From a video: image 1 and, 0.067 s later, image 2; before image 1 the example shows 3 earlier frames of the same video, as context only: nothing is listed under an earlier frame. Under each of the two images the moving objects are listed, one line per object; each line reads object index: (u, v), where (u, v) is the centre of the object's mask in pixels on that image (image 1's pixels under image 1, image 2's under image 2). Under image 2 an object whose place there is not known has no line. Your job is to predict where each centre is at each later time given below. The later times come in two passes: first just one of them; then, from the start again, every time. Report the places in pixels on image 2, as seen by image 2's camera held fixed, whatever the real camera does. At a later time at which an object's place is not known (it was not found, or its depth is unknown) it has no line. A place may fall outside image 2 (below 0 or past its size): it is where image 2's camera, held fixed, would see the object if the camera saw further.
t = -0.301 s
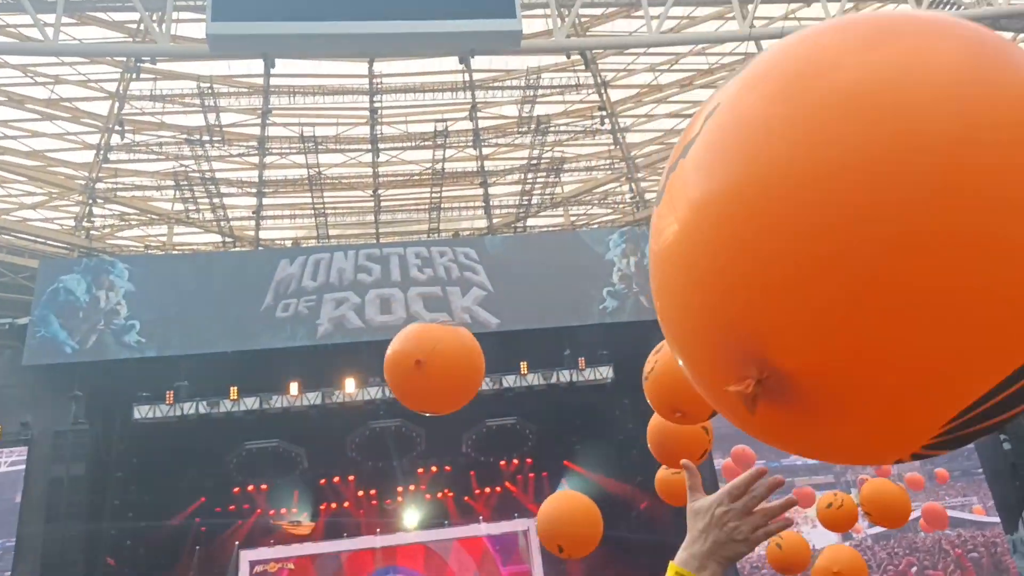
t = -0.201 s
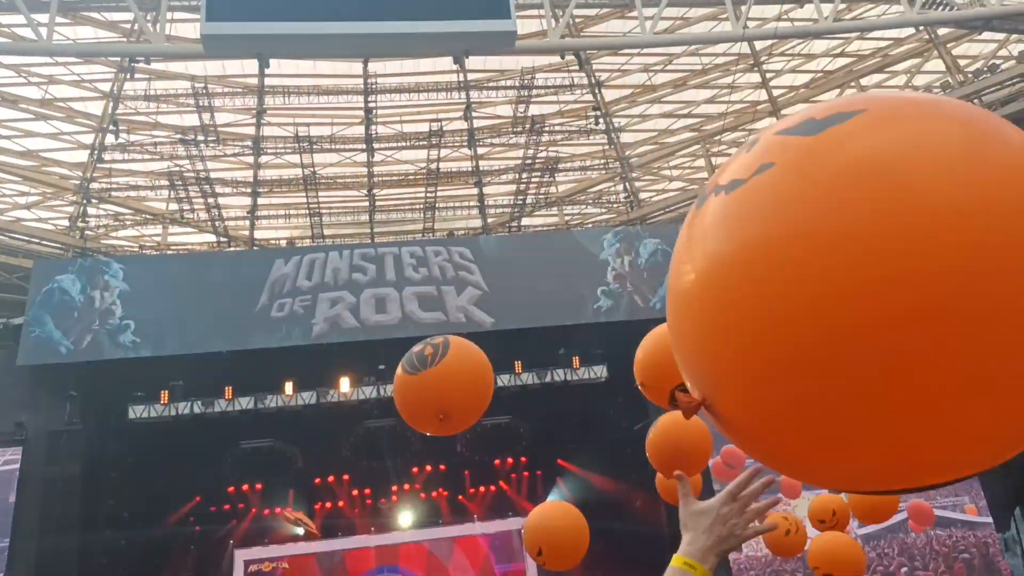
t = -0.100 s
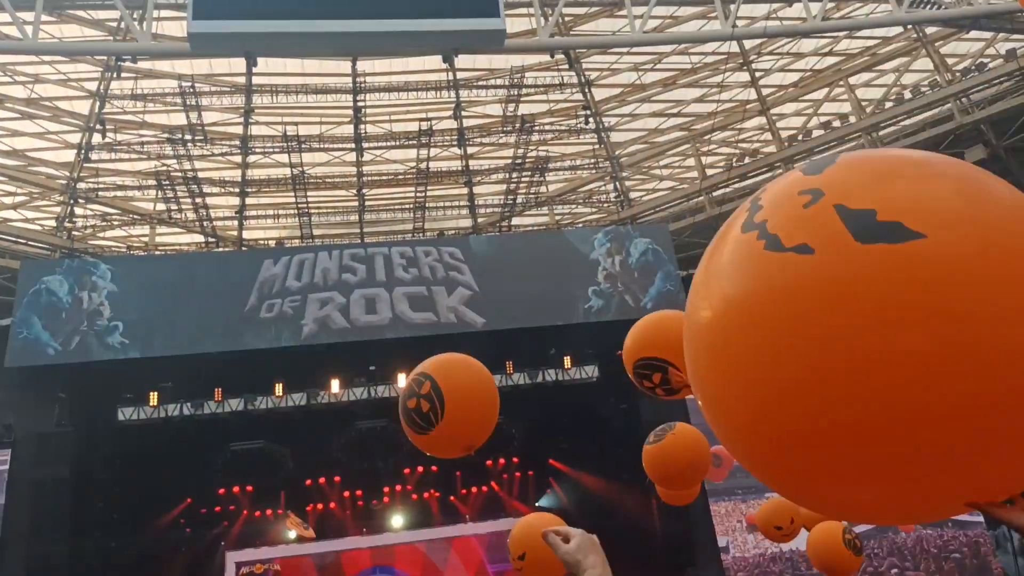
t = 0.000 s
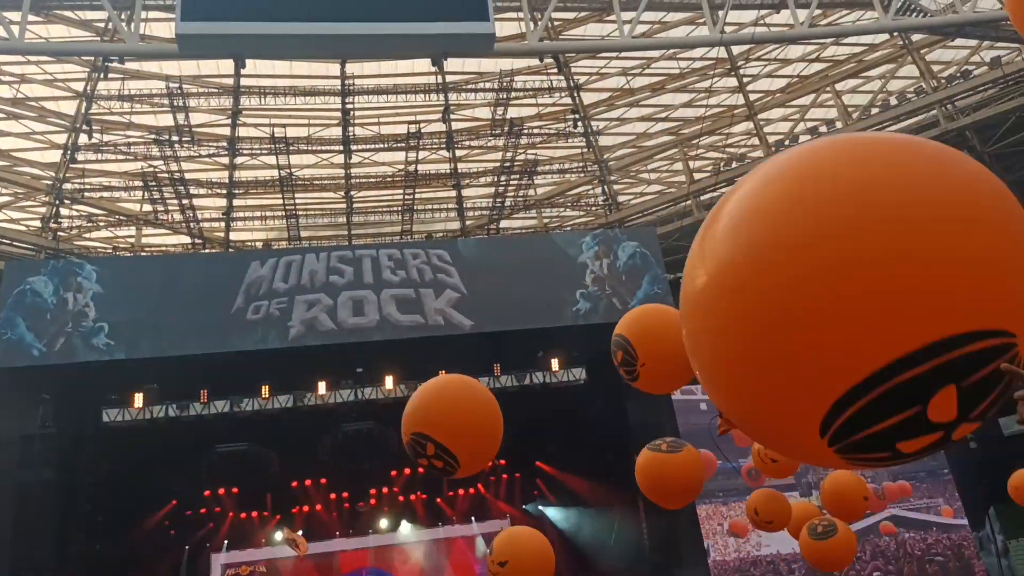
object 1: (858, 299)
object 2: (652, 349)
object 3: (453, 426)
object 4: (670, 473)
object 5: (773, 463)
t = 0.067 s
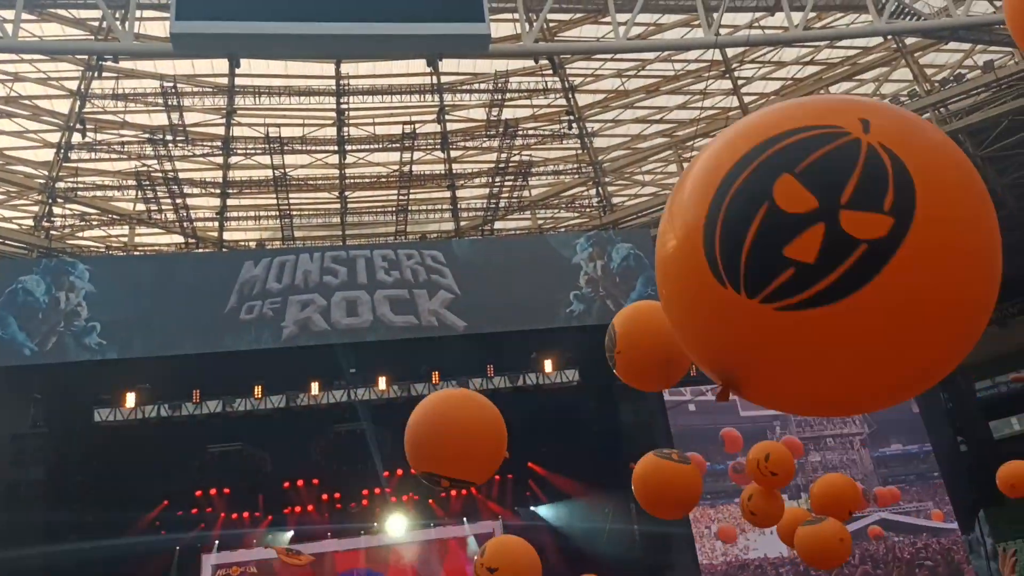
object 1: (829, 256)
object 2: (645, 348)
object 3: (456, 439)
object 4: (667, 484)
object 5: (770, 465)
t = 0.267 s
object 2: (655, 340)
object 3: (489, 481)
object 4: (688, 522)
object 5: (792, 477)
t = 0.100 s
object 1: (820, 235)
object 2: (649, 345)
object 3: (461, 445)
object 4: (671, 489)
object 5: (774, 469)
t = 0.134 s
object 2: (650, 349)
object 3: (467, 457)
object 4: (674, 499)
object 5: (776, 475)
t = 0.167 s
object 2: (652, 345)
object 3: (473, 463)
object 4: (676, 504)
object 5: (779, 475)
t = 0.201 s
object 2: (652, 338)
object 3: (476, 465)
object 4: (679, 507)
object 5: (783, 473)
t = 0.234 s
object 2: (653, 338)
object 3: (483, 472)
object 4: (683, 514)
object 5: (787, 475)
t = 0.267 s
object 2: (655, 340)
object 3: (489, 481)
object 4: (688, 522)
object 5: (792, 477)
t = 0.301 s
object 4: (691, 531)
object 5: (796, 479)
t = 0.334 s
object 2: (656, 339)
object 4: (693, 534)
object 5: (799, 480)
